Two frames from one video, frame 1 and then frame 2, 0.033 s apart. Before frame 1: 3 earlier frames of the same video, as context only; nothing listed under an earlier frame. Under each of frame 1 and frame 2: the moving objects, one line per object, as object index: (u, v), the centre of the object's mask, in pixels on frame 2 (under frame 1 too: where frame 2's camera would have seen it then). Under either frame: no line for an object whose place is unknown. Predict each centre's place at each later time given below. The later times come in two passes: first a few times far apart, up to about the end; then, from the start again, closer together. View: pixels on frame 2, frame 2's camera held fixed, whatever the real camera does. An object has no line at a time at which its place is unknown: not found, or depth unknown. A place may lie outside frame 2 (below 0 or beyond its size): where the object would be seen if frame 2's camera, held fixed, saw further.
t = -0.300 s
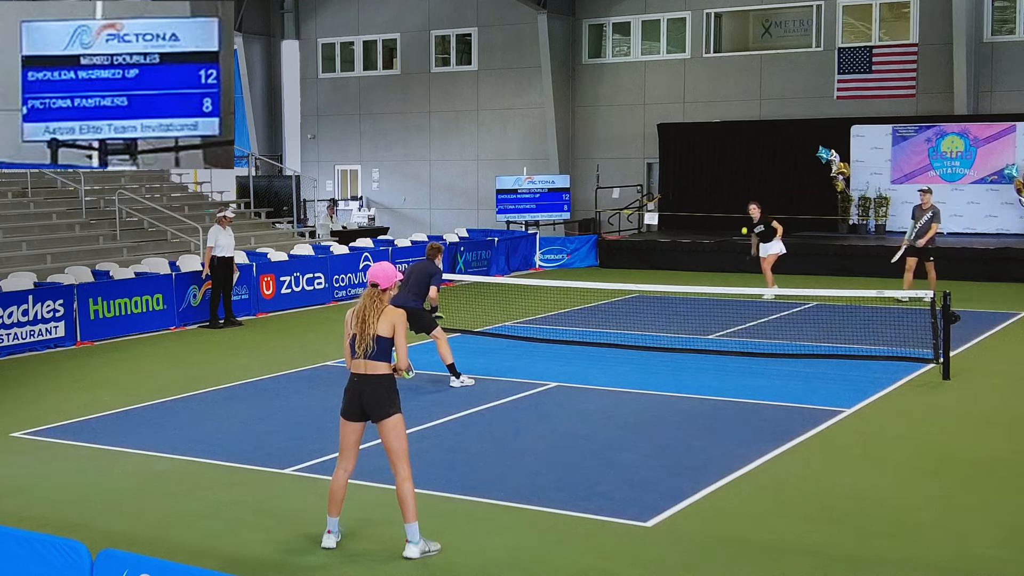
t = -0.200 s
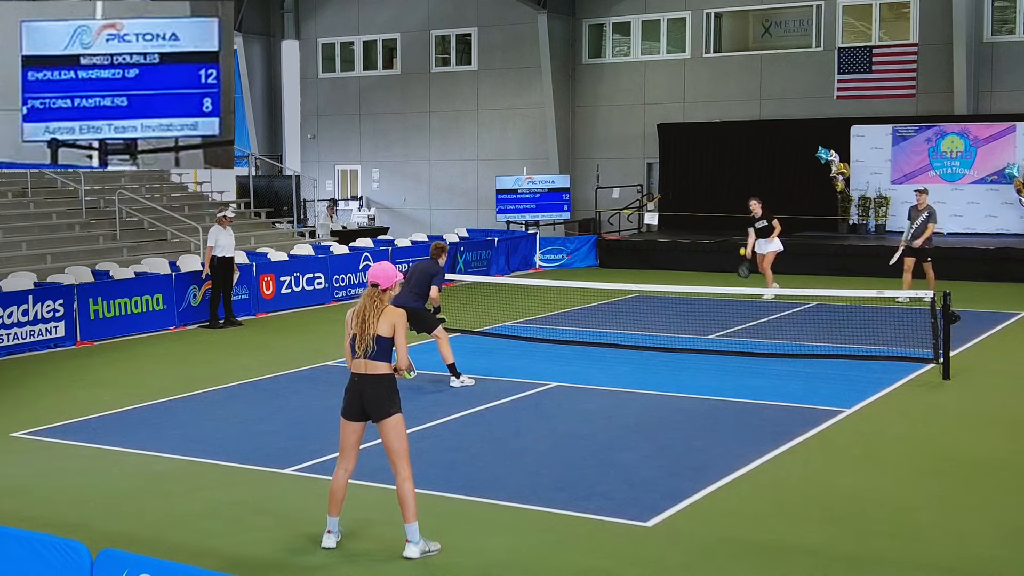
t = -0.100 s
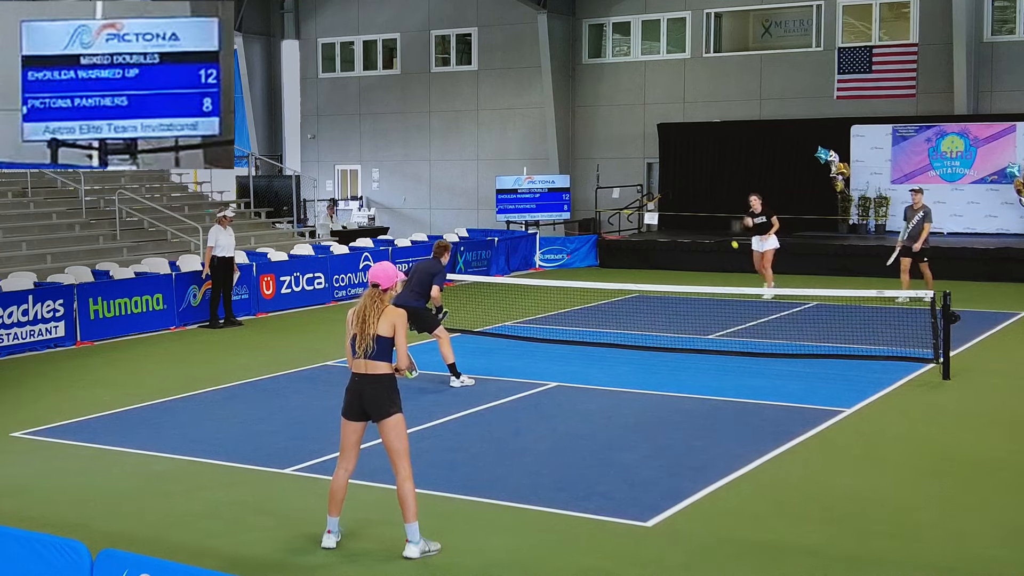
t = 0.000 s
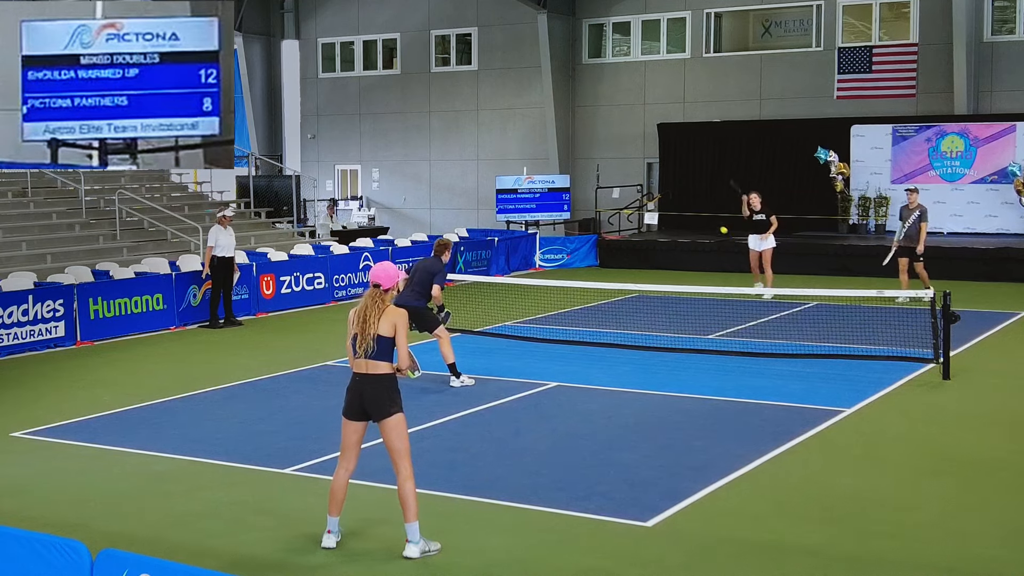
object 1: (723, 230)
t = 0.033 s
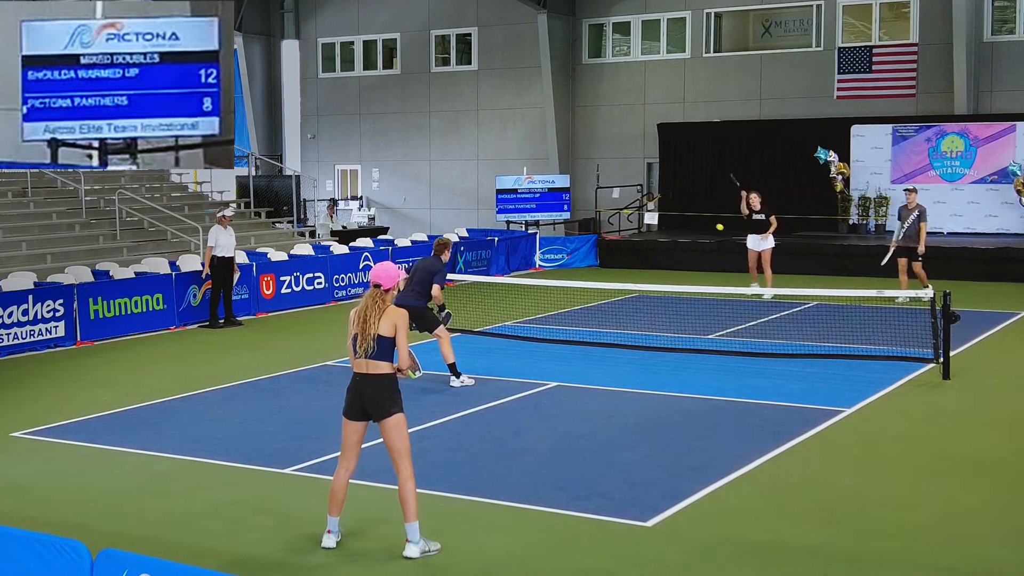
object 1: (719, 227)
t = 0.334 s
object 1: (677, 250)
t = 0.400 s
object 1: (666, 270)
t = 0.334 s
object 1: (677, 250)
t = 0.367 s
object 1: (671, 260)
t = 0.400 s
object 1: (666, 270)
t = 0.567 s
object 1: (636, 348)
